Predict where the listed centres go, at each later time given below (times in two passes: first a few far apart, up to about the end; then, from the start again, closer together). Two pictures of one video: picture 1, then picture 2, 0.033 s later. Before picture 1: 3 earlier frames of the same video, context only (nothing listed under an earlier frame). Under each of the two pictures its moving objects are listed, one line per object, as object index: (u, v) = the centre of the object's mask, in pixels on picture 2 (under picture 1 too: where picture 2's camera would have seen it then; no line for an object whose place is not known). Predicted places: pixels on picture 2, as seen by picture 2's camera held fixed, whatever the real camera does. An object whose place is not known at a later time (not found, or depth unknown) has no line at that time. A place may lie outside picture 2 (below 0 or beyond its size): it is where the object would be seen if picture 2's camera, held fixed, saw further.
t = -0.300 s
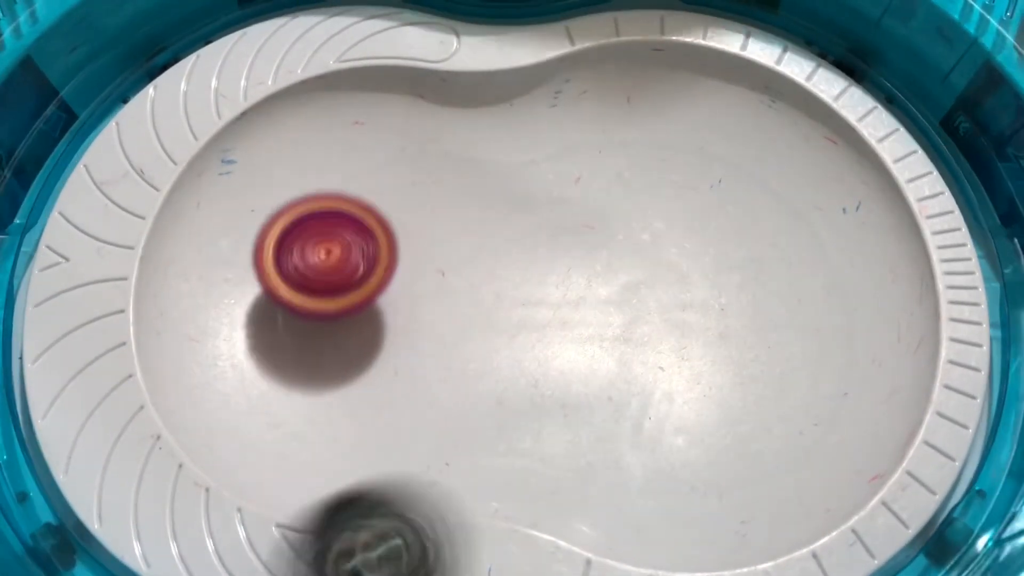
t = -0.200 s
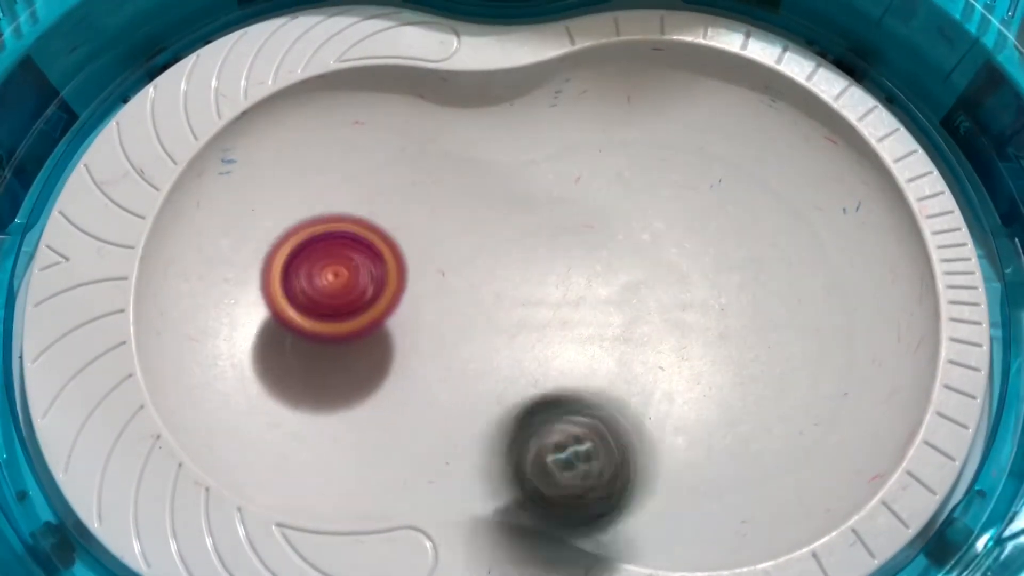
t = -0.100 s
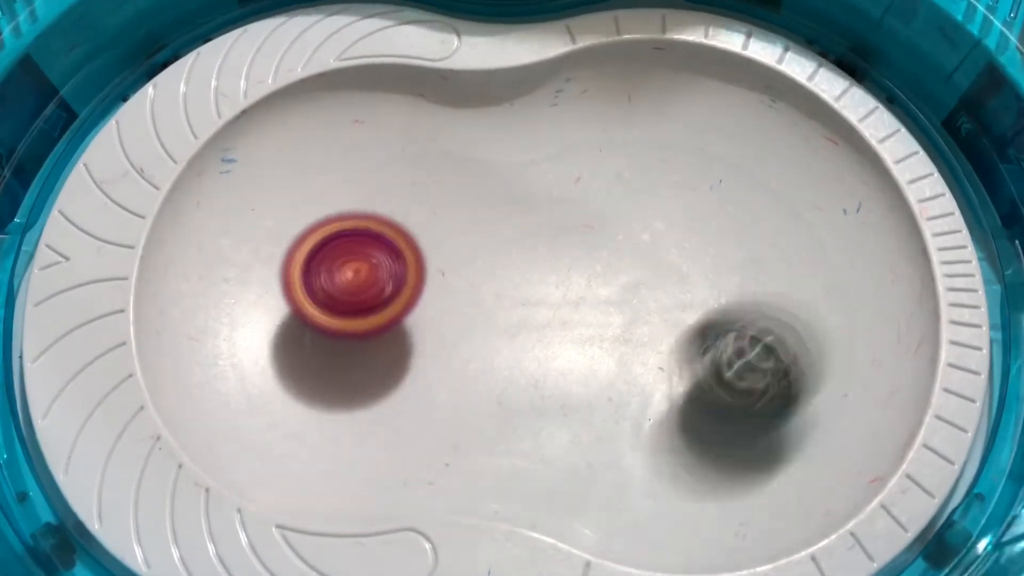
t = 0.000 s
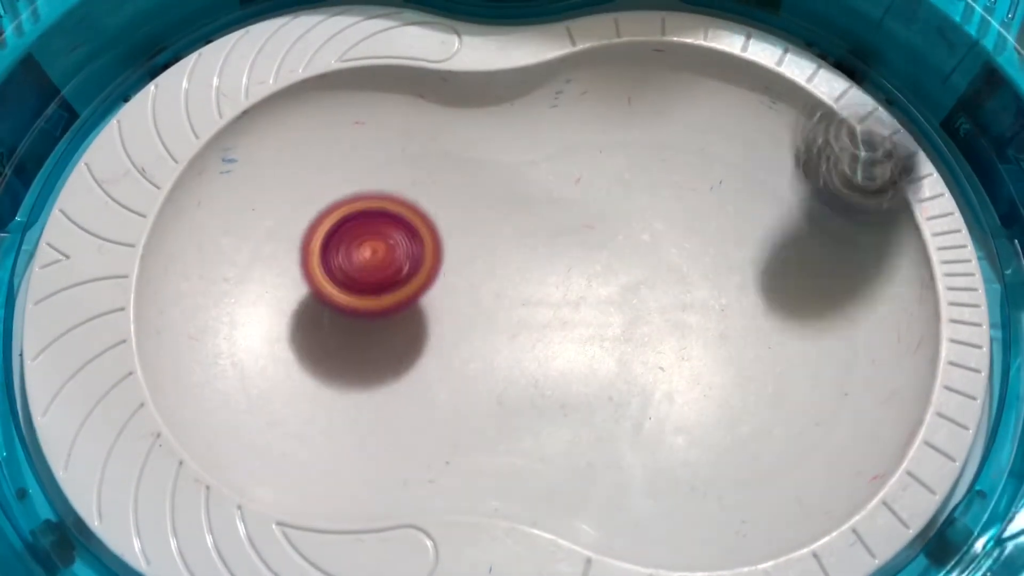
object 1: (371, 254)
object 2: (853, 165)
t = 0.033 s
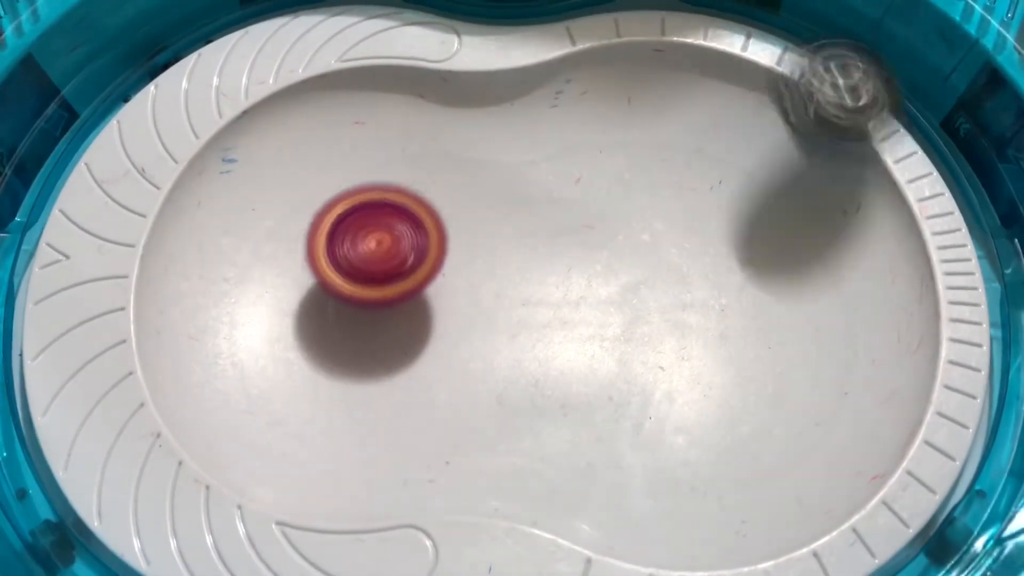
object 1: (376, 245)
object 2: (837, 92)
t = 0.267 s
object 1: (388, 234)
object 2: (533, 31)
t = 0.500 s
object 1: (285, 334)
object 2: (270, 198)
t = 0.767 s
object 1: (531, 426)
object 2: (368, 399)
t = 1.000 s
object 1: (848, 317)
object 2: (613, 175)
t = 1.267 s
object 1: (696, 208)
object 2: (587, 101)
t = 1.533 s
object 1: (664, 322)
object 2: (315, 204)
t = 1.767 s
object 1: (709, 354)
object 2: (471, 291)
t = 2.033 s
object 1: (769, 308)
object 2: (630, 253)
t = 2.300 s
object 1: (728, 277)
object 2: (399, 159)
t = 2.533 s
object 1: (633, 275)
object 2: (226, 344)
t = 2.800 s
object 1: (609, 256)
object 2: (816, 450)
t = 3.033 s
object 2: (617, 47)
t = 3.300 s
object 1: (524, 209)
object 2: (108, 518)
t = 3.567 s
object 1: (517, 249)
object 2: (605, 387)
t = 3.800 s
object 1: (567, 270)
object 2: (750, 51)
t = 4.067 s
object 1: (634, 302)
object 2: (435, 264)
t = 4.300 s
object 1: (693, 332)
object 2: (460, 406)
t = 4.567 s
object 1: (773, 294)
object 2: (644, 413)
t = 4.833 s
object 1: (701, 212)
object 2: (700, 369)
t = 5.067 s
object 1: (658, 193)
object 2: (609, 301)
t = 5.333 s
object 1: (665, 205)
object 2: (440, 225)
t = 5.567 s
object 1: (670, 244)
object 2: (256, 195)
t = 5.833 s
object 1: (666, 266)
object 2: (359, 333)
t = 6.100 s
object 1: (803, 349)
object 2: (469, 180)
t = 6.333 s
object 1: (785, 340)
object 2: (250, 143)
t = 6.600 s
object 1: (522, 273)
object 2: (392, 356)
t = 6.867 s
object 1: (559, 238)
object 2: (395, 401)
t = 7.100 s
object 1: (567, 226)
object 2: (354, 264)
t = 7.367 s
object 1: (599, 255)
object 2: (277, 159)
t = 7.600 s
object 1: (619, 294)
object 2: (369, 214)
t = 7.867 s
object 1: (667, 349)
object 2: (542, 271)
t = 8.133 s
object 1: (694, 374)
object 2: (633, 255)
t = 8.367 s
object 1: (671, 372)
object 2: (709, 212)
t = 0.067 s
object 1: (382, 237)
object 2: (803, 40)
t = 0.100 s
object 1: (389, 233)
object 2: (768, 21)
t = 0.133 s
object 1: (392, 232)
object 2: (725, 10)
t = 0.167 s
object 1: (393, 232)
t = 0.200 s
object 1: (393, 230)
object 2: (614, 10)
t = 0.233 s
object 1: (392, 231)
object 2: (571, 19)
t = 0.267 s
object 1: (388, 234)
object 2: (533, 31)
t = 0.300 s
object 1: (382, 235)
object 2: (490, 50)
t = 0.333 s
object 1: (375, 234)
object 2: (446, 101)
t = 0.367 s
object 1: (361, 249)
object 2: (406, 127)
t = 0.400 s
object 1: (333, 275)
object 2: (379, 137)
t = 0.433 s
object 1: (311, 298)
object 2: (350, 152)
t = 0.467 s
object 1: (295, 317)
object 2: (313, 167)
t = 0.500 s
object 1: (285, 334)
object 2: (270, 198)
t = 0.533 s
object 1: (284, 354)
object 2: (240, 228)
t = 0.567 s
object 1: (295, 383)
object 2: (214, 252)
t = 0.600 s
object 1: (315, 403)
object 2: (204, 283)
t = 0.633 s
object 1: (343, 416)
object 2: (211, 322)
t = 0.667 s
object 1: (375, 422)
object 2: (240, 365)
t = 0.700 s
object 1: (427, 426)
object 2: (270, 388)
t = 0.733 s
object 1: (472, 424)
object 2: (320, 403)
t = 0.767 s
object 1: (531, 426)
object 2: (368, 399)
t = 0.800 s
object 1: (604, 427)
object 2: (405, 383)
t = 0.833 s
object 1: (678, 424)
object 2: (448, 356)
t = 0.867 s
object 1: (740, 413)
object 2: (496, 318)
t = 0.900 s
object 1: (788, 395)
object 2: (537, 284)
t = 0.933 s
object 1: (822, 372)
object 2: (572, 243)
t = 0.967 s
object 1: (843, 344)
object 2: (595, 209)
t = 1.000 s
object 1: (848, 317)
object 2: (613, 175)
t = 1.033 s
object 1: (846, 287)
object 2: (629, 142)
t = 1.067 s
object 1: (835, 261)
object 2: (638, 118)
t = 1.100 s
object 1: (816, 236)
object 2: (644, 99)
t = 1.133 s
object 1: (790, 216)
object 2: (643, 91)
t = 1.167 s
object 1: (761, 201)
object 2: (639, 88)
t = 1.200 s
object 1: (736, 193)
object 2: (631, 93)
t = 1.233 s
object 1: (710, 194)
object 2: (615, 99)
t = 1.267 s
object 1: (696, 208)
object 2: (587, 101)
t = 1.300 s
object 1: (684, 224)
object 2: (553, 110)
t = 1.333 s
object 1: (673, 238)
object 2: (515, 123)
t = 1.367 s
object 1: (663, 253)
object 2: (476, 139)
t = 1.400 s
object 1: (656, 264)
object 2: (437, 154)
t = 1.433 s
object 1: (654, 275)
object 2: (397, 168)
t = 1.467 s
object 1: (654, 291)
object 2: (361, 180)
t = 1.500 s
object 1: (658, 306)
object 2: (332, 190)
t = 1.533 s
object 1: (664, 322)
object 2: (315, 204)
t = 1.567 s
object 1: (669, 338)
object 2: (309, 223)
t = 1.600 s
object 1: (676, 352)
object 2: (315, 244)
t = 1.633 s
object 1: (686, 362)
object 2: (334, 264)
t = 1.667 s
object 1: (696, 365)
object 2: (360, 278)
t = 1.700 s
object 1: (703, 365)
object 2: (391, 284)
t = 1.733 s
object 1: (708, 361)
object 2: (430, 287)
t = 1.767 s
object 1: (709, 354)
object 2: (471, 291)
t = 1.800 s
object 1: (706, 344)
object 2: (513, 294)
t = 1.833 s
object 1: (703, 335)
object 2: (559, 296)
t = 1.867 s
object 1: (726, 332)
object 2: (574, 291)
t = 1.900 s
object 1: (751, 330)
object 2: (585, 282)
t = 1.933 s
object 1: (765, 326)
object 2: (598, 274)
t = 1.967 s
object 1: (771, 319)
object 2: (612, 267)
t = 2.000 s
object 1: (771, 312)
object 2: (623, 261)
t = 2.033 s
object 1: (769, 308)
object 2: (630, 253)
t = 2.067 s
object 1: (784, 316)
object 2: (619, 228)
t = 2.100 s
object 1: (792, 322)
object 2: (604, 208)
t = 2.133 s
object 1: (790, 321)
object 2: (584, 193)
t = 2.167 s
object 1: (784, 315)
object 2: (557, 182)
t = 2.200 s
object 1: (774, 306)
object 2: (526, 173)
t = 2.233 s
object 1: (761, 295)
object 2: (488, 168)
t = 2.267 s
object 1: (745, 284)
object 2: (446, 164)
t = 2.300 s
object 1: (728, 277)
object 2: (399, 159)
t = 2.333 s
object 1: (710, 270)
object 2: (353, 153)
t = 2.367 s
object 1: (694, 266)
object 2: (309, 159)
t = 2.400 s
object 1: (677, 263)
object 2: (269, 174)
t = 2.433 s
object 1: (664, 262)
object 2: (237, 204)
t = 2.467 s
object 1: (653, 264)
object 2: (217, 244)
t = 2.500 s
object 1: (641, 270)
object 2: (212, 293)
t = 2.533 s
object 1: (633, 275)
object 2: (226, 344)
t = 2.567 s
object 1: (626, 283)
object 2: (265, 392)
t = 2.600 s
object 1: (617, 293)
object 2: (319, 426)
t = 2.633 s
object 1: (605, 302)
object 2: (394, 444)
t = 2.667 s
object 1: (596, 310)
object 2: (469, 450)
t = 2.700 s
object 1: (590, 319)
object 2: (559, 436)
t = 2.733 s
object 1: (595, 302)
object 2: (633, 456)
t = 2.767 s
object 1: (604, 278)
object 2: (719, 465)
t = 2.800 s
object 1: (609, 256)
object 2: (816, 450)
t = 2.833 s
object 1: (614, 238)
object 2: (880, 384)
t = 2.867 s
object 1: (616, 224)
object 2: (905, 320)
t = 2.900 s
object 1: (617, 213)
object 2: (899, 248)
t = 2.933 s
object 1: (615, 205)
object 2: (861, 178)
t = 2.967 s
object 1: (610, 199)
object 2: (797, 122)
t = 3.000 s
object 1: (604, 194)
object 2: (715, 72)
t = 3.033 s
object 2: (617, 47)
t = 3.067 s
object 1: (582, 191)
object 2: (528, 54)
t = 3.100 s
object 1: (570, 191)
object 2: (419, 77)
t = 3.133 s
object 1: (559, 193)
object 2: (319, 114)
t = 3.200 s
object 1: (540, 198)
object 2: (155, 244)
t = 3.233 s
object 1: (535, 199)
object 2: (125, 323)
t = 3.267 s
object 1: (530, 203)
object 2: (109, 440)
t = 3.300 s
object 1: (524, 209)
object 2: (108, 518)
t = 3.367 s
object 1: (513, 217)
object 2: (244, 541)
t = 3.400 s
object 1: (510, 223)
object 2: (325, 540)
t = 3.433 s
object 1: (508, 228)
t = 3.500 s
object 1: (508, 240)
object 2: (508, 450)
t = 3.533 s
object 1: (512, 246)
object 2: (549, 424)
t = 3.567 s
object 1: (517, 249)
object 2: (605, 387)
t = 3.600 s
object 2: (655, 354)
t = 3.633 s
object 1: (526, 257)
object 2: (703, 313)
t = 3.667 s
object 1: (533, 260)
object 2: (739, 267)
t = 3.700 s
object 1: (541, 262)
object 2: (765, 213)
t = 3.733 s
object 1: (550, 264)
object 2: (775, 155)
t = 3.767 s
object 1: (558, 267)
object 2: (771, 103)
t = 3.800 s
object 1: (567, 270)
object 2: (750, 51)
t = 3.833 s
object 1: (575, 274)
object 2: (714, 36)
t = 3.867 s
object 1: (584, 278)
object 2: (671, 35)
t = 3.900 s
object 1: (592, 282)
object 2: (621, 52)
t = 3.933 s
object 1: (600, 286)
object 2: (578, 94)
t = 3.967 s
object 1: (609, 290)
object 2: (534, 137)
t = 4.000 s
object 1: (616, 294)
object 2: (493, 185)
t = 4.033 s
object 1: (624, 298)
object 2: (461, 226)
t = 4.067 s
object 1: (634, 302)
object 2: (435, 264)
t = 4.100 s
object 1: (643, 307)
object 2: (415, 296)
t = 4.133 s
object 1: (652, 313)
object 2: (400, 329)
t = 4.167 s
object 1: (661, 320)
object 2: (396, 359)
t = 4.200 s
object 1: (670, 324)
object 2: (399, 381)
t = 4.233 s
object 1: (678, 328)
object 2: (412, 396)
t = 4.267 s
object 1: (686, 330)
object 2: (432, 404)
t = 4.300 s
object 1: (693, 332)
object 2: (460, 406)
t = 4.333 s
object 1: (698, 334)
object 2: (495, 403)
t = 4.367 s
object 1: (701, 335)
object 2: (533, 400)
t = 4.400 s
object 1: (705, 335)
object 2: (582, 393)
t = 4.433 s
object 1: (723, 329)
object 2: (600, 389)
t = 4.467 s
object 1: (749, 319)
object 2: (608, 393)
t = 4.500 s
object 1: (764, 310)
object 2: (618, 400)
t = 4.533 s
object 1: (772, 302)
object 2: (630, 406)
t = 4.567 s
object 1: (773, 294)
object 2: (644, 413)
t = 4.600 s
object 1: (768, 286)
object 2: (658, 416)
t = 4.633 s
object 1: (759, 281)
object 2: (673, 419)
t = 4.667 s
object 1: (746, 275)
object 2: (688, 415)
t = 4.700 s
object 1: (734, 271)
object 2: (701, 405)
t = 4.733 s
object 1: (723, 268)
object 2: (711, 388)
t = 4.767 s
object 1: (716, 248)
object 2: (709, 386)
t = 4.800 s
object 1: (708, 227)
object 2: (707, 377)
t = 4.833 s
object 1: (701, 212)
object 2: (700, 369)
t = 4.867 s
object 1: (692, 203)
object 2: (690, 360)
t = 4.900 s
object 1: (684, 197)
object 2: (681, 351)
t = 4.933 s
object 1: (675, 194)
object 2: (669, 340)
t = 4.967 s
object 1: (668, 193)
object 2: (657, 330)
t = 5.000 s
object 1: (661, 194)
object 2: (643, 317)
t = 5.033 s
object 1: (657, 196)
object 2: (627, 307)
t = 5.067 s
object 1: (658, 193)
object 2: (609, 301)
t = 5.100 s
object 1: (660, 188)
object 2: (585, 297)
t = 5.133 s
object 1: (662, 185)
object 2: (564, 289)
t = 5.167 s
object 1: (663, 185)
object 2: (544, 280)
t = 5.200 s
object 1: (663, 188)
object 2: (523, 269)
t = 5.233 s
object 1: (663, 192)
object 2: (504, 259)
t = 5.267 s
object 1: (663, 196)
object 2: (483, 248)
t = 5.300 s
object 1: (664, 200)
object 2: (462, 238)
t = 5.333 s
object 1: (665, 205)
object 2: (440, 225)
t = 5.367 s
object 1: (666, 211)
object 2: (415, 213)
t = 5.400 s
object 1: (667, 216)
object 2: (390, 201)
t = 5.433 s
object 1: (668, 222)
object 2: (363, 190)
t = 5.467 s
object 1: (669, 227)
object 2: (336, 181)
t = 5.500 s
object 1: (670, 233)
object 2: (308, 178)
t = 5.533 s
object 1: (670, 239)
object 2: (281, 184)
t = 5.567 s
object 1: (670, 244)
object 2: (256, 195)
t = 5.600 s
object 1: (670, 249)
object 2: (238, 214)
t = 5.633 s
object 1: (670, 253)
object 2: (227, 240)
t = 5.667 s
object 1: (669, 256)
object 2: (227, 268)
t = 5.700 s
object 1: (668, 260)
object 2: (239, 296)
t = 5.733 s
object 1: (667, 262)
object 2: (261, 318)
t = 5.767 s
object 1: (667, 264)
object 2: (291, 333)
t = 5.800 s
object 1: (666, 265)
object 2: (325, 338)
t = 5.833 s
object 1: (666, 266)
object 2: (359, 333)
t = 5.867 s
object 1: (665, 267)
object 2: (392, 323)
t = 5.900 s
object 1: (665, 268)
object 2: (424, 314)
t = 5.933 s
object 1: (665, 269)
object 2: (455, 302)
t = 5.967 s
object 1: (665, 269)
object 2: (483, 289)
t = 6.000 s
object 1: (664, 271)
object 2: (509, 278)
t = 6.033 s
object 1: (670, 282)
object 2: (522, 264)
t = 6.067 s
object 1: (734, 314)
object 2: (494, 216)
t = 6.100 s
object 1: (803, 349)
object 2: (469, 180)
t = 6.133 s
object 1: (851, 371)
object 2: (443, 146)
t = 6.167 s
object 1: (875, 376)
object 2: (416, 116)
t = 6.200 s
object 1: (885, 375)
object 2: (385, 92)
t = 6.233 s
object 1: (879, 374)
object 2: (347, 75)
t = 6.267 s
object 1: (859, 369)
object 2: (308, 78)
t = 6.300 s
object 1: (824, 356)
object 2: (274, 107)
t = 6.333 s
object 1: (785, 340)
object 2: (250, 143)
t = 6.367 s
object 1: (740, 324)
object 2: (239, 186)
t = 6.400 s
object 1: (702, 309)
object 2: (239, 221)
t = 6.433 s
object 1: (666, 296)
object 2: (256, 255)
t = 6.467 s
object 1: (630, 286)
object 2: (282, 287)
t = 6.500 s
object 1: (595, 280)
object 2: (318, 309)
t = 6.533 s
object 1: (560, 277)
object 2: (351, 323)
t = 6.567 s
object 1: (525, 279)
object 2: (388, 332)
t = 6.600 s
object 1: (522, 273)
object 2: (392, 356)
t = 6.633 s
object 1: (532, 266)
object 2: (380, 379)
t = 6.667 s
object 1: (541, 257)
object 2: (372, 400)
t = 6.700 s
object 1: (548, 253)
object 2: (371, 408)
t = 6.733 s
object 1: (556, 252)
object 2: (373, 415)
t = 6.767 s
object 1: (559, 249)
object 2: (379, 420)
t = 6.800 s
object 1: (559, 245)
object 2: (385, 417)
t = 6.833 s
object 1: (558, 241)
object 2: (388, 411)
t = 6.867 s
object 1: (559, 238)
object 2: (395, 401)
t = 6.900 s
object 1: (559, 234)
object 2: (396, 389)
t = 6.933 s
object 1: (559, 230)
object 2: (396, 375)
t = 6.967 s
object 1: (560, 229)
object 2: (391, 357)
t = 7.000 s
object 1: (562, 227)
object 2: (385, 336)
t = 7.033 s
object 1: (563, 225)
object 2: (374, 310)
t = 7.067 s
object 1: (564, 224)
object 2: (364, 286)
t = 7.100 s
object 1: (567, 226)
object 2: (354, 264)
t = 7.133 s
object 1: (571, 227)
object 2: (341, 243)
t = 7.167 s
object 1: (575, 228)
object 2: (331, 224)
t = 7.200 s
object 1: (578, 232)
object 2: (319, 202)
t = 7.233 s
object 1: (583, 237)
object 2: (308, 185)
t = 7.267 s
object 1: (588, 241)
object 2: (298, 171)
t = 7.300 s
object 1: (591, 245)
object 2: (288, 162)
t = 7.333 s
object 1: (595, 249)
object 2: (282, 158)
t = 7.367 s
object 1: (599, 255)
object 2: (277, 159)
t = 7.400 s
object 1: (603, 260)
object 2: (278, 164)
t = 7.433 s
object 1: (606, 264)
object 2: (282, 172)
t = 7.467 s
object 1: (610, 271)
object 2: (293, 181)
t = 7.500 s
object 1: (613, 277)
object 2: (307, 192)
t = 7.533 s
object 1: (614, 281)
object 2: (325, 202)
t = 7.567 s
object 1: (615, 287)
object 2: (344, 207)
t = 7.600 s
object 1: (619, 294)
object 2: (369, 214)
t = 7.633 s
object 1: (620, 298)
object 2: (392, 217)
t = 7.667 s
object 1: (619, 302)
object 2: (416, 226)
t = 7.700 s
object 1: (617, 308)
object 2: (444, 235)
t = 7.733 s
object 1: (617, 311)
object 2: (467, 248)
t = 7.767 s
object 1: (621, 321)
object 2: (493, 260)
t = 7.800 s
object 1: (637, 334)
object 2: (508, 260)
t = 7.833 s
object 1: (655, 345)
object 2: (528, 267)
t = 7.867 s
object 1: (667, 349)
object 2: (542, 271)
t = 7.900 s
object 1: (681, 362)
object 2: (557, 271)
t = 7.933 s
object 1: (696, 371)
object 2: (568, 267)
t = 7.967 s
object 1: (700, 375)
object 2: (578, 265)
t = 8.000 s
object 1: (701, 376)
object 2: (586, 262)
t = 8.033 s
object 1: (703, 375)
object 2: (599, 259)
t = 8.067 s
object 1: (700, 376)
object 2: (609, 258)
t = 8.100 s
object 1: (699, 376)
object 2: (623, 257)
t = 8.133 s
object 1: (694, 374)
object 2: (633, 255)
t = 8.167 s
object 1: (691, 374)
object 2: (646, 255)
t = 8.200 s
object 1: (688, 383)
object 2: (658, 247)
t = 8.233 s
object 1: (680, 386)
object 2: (672, 242)
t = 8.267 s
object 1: (679, 384)
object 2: (681, 233)
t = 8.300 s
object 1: (676, 379)
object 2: (692, 225)
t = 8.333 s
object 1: (674, 376)
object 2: (701, 219)
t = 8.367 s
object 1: (671, 372)
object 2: (709, 212)
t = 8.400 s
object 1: (667, 366)
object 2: (714, 206)
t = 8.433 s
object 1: (665, 362)
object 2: (717, 202)
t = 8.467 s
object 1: (663, 355)
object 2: (719, 198)
